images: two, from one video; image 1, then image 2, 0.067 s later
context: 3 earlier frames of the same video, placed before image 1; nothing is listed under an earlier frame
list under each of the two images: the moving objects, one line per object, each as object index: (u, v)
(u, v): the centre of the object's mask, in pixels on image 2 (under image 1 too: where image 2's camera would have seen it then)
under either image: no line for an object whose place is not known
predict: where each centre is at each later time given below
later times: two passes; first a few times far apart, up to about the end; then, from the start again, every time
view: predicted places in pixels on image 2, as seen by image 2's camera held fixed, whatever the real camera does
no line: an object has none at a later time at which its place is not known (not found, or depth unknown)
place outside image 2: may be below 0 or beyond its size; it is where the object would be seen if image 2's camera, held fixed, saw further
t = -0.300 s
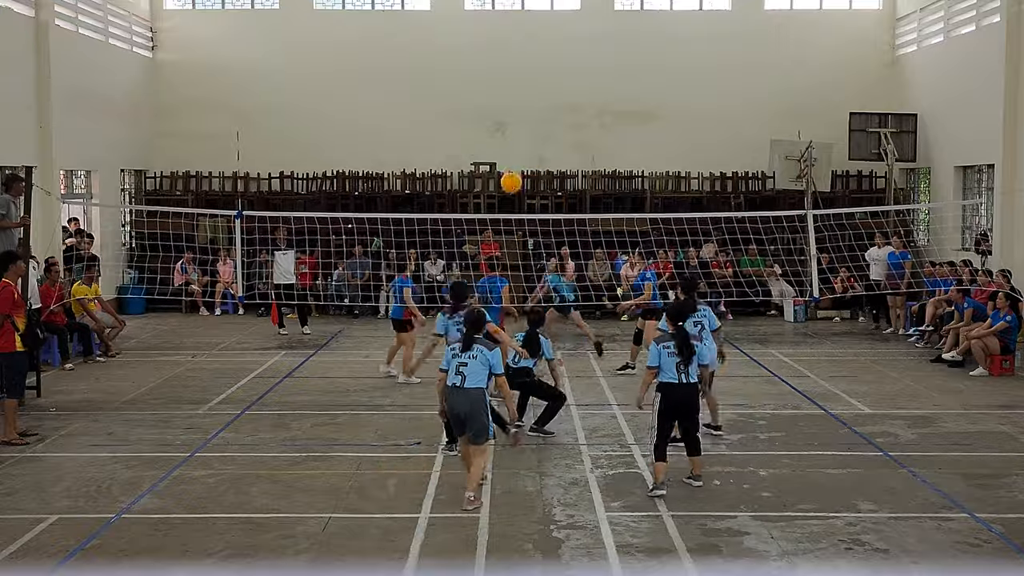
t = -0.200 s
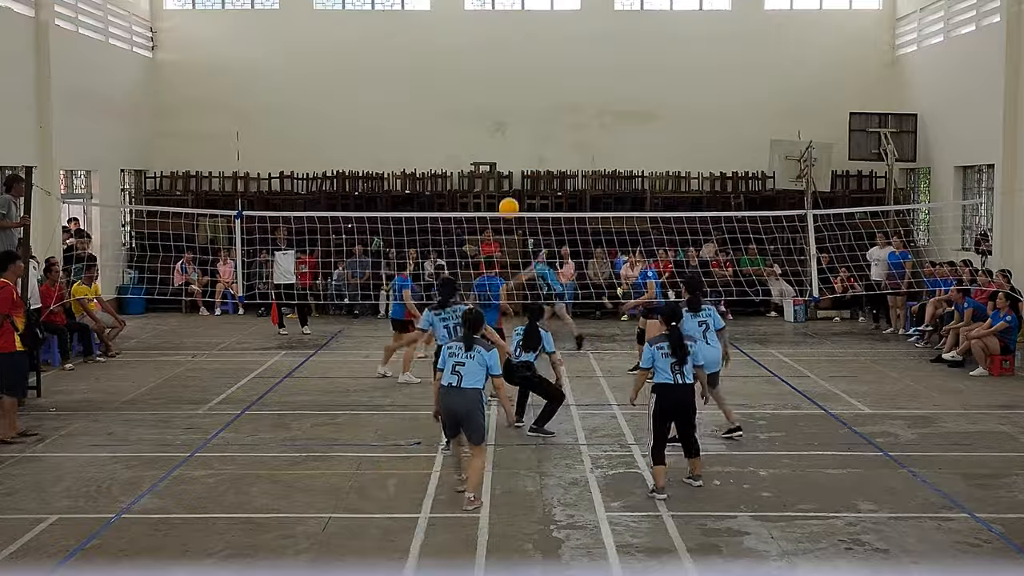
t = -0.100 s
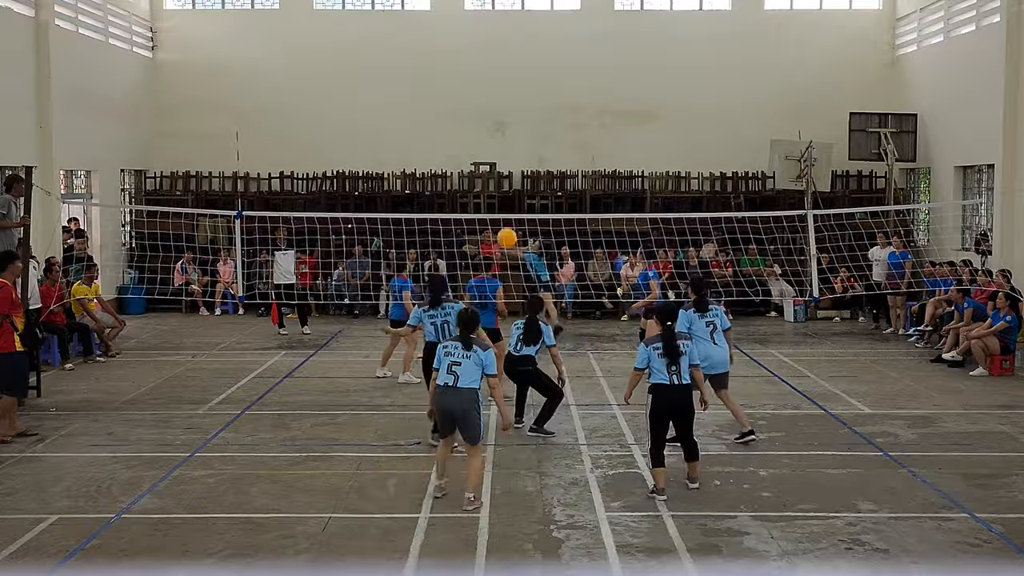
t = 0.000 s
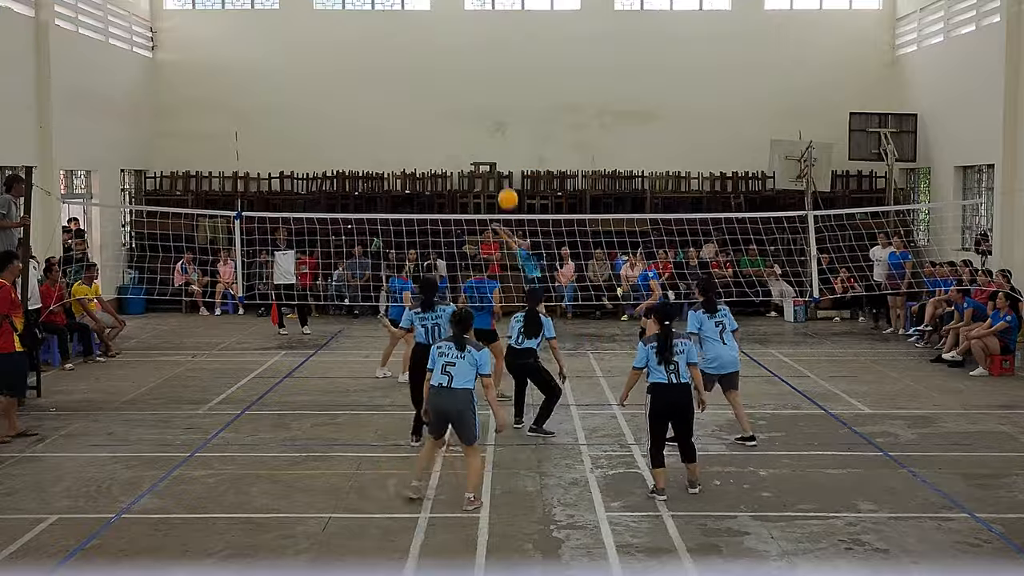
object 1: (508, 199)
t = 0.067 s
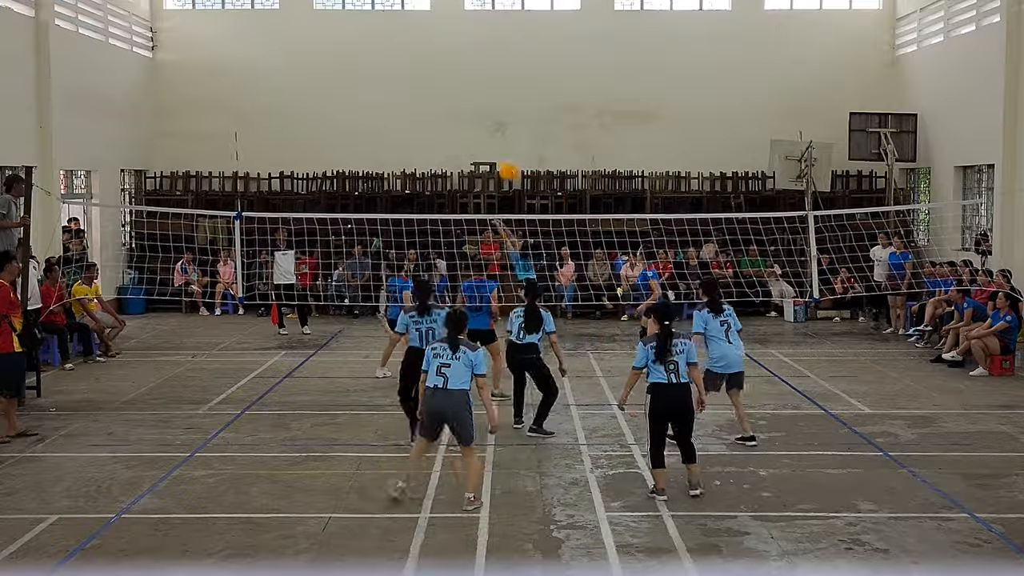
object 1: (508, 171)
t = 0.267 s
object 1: (511, 104)
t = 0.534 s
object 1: (510, 61)
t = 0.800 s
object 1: (510, 68)
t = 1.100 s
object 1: (510, 138)
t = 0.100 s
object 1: (509, 157)
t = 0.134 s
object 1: (511, 144)
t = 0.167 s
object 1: (510, 133)
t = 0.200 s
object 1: (509, 122)
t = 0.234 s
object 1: (511, 113)
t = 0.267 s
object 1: (511, 104)
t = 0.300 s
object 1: (511, 96)
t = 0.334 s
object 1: (511, 88)
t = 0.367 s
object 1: (511, 82)
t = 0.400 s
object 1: (511, 76)
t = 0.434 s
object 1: (511, 71)
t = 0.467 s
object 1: (510, 67)
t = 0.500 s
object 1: (510, 63)
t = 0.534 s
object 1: (510, 61)
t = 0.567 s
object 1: (510, 59)
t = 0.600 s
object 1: (510, 58)
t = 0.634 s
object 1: (510, 58)
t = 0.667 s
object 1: (510, 58)
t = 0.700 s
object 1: (510, 59)
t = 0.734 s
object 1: (510, 61)
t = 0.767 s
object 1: (510, 64)
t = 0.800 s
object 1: (510, 68)
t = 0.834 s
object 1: (510, 72)
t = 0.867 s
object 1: (510, 77)
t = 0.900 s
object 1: (510, 84)
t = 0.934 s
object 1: (510, 91)
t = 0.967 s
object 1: (511, 99)
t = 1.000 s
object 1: (510, 106)
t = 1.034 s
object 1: (510, 117)
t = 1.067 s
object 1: (510, 127)
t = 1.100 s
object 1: (510, 138)
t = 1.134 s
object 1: (510, 151)
